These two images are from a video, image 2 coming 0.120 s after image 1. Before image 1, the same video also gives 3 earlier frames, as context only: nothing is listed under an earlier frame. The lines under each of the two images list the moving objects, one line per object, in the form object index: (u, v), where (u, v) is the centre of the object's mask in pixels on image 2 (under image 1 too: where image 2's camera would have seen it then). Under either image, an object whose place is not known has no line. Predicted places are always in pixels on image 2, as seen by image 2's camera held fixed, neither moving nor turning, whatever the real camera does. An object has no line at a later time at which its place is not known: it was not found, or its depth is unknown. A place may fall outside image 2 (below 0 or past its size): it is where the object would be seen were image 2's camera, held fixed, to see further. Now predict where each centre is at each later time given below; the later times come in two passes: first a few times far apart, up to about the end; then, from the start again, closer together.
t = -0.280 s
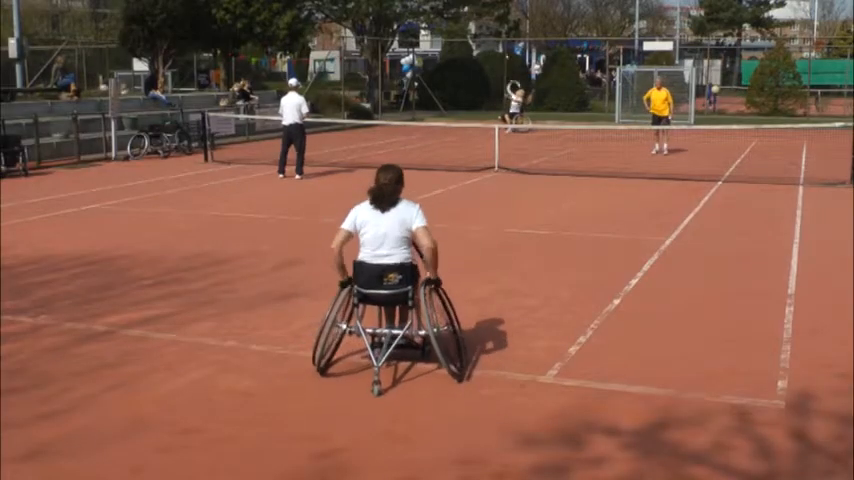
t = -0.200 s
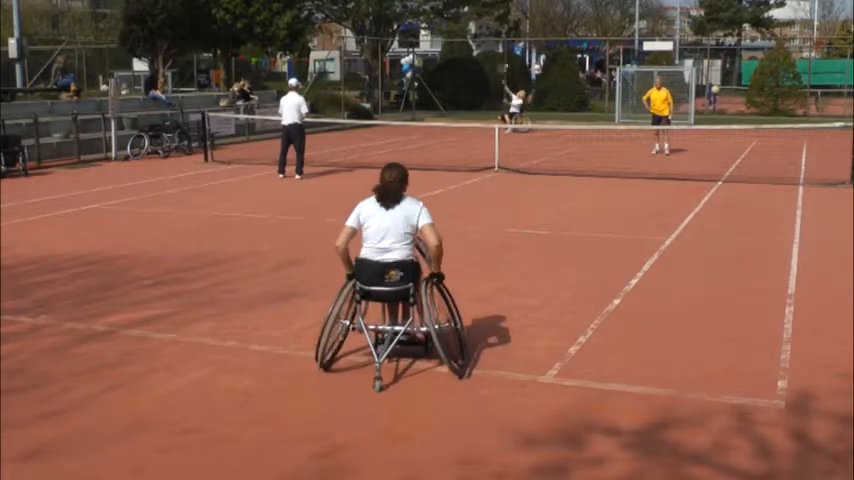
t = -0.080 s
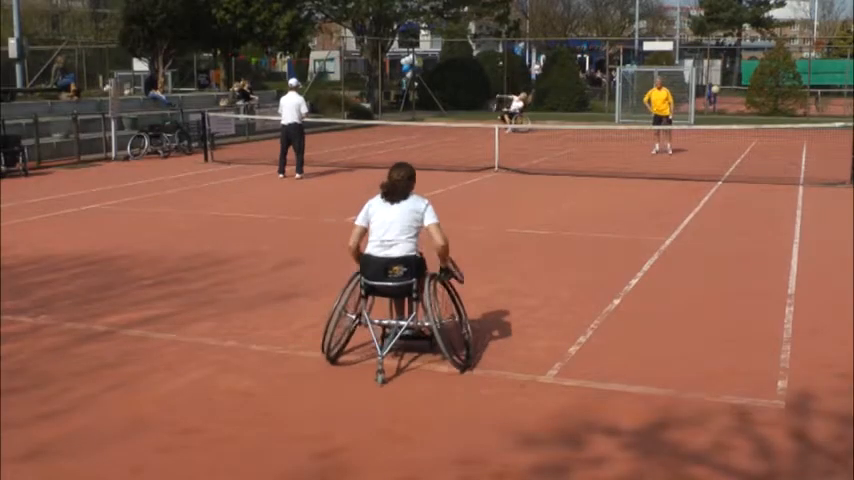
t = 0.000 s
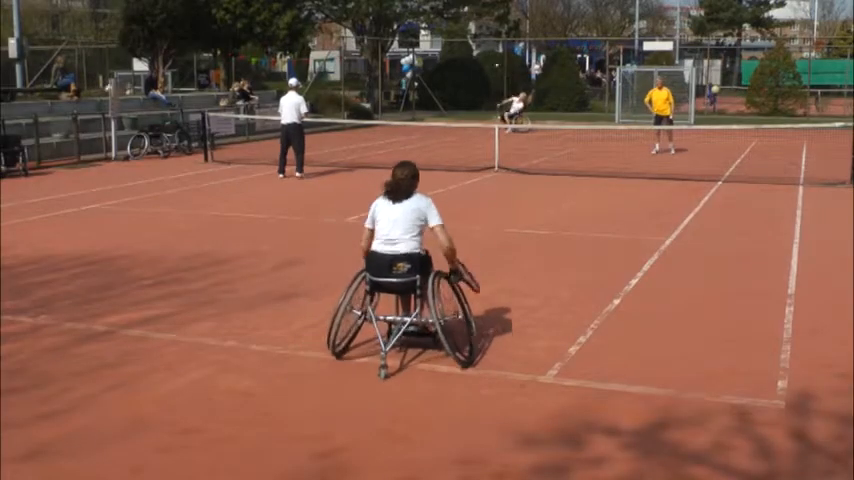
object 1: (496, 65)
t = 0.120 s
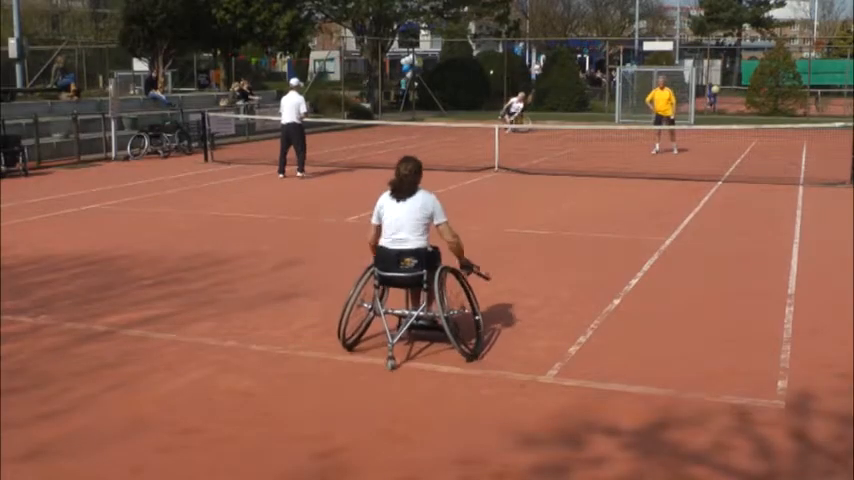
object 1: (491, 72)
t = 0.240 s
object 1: (487, 87)
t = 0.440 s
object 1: (480, 139)
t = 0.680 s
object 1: (478, 171)
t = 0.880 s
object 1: (482, 146)
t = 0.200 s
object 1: (488, 81)
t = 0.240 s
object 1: (487, 87)
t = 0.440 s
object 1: (480, 139)
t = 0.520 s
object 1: (477, 171)
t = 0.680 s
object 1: (478, 171)
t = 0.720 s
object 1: (479, 165)
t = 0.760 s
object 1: (479, 158)
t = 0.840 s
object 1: (481, 149)
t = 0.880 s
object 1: (482, 146)
